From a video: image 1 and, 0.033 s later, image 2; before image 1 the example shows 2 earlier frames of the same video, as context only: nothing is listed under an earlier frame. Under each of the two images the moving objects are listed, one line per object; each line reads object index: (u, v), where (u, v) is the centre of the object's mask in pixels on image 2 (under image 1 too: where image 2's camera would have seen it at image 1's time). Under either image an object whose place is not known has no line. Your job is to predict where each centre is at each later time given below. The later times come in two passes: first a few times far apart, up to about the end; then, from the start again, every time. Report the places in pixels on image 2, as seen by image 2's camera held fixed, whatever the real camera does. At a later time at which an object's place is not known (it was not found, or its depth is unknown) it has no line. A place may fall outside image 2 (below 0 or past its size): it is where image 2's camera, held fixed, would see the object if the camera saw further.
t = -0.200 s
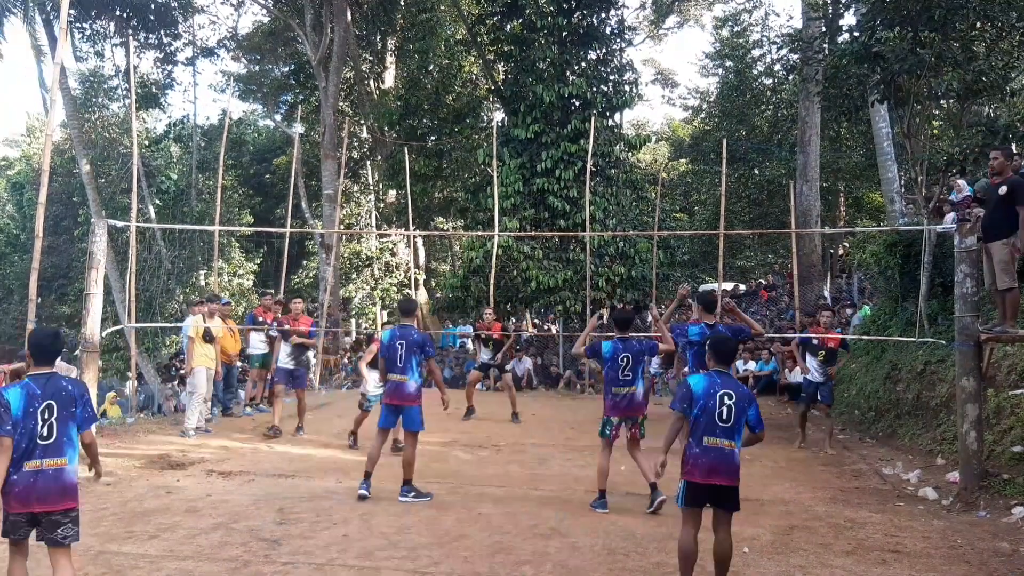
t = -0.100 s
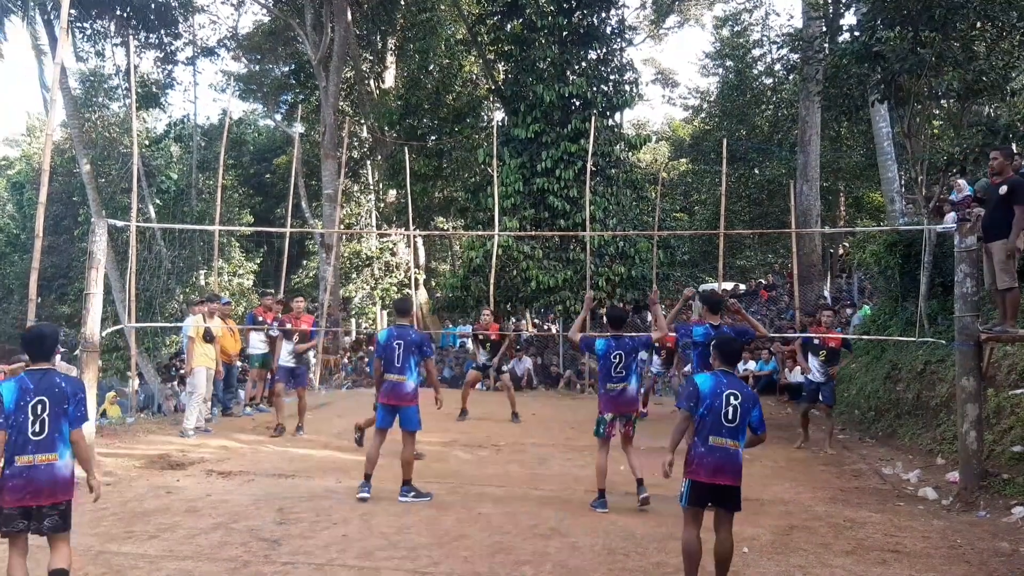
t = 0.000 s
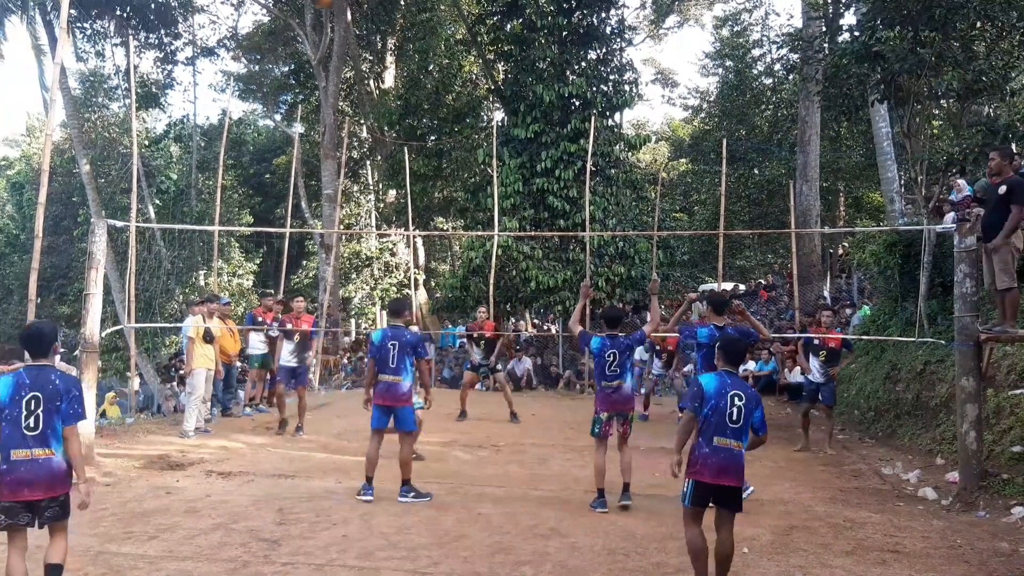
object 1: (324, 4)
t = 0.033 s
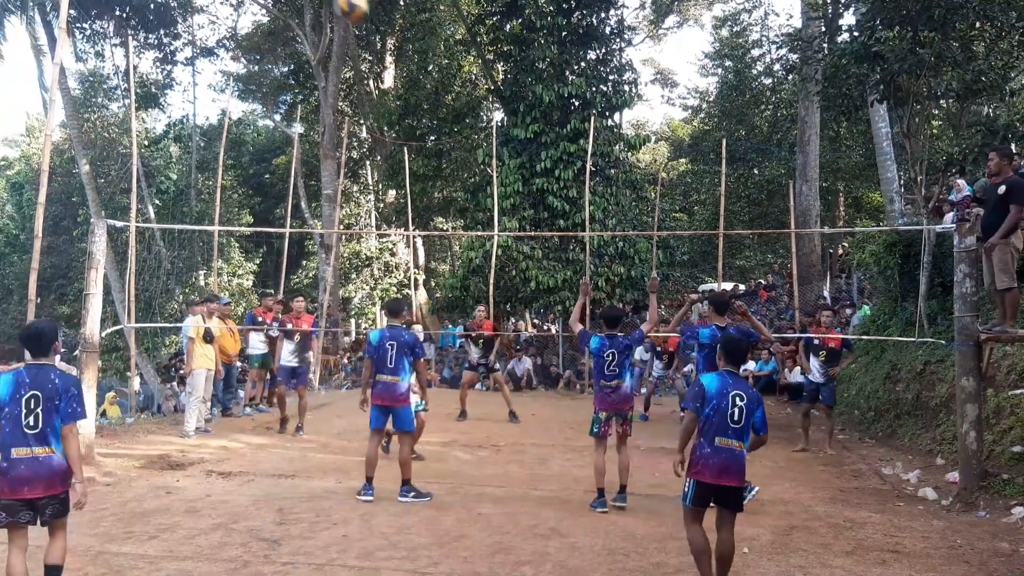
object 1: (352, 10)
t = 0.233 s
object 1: (484, 89)
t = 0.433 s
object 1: (563, 173)
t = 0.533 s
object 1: (590, 214)
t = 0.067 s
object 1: (379, 19)
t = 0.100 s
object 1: (404, 33)
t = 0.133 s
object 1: (427, 47)
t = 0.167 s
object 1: (448, 61)
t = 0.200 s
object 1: (467, 75)
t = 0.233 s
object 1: (484, 89)
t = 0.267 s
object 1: (499, 103)
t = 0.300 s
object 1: (514, 117)
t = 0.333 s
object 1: (528, 131)
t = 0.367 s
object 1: (541, 145)
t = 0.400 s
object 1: (552, 159)
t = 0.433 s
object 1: (563, 173)
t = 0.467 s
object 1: (573, 187)
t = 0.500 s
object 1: (581, 201)
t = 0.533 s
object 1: (590, 214)
